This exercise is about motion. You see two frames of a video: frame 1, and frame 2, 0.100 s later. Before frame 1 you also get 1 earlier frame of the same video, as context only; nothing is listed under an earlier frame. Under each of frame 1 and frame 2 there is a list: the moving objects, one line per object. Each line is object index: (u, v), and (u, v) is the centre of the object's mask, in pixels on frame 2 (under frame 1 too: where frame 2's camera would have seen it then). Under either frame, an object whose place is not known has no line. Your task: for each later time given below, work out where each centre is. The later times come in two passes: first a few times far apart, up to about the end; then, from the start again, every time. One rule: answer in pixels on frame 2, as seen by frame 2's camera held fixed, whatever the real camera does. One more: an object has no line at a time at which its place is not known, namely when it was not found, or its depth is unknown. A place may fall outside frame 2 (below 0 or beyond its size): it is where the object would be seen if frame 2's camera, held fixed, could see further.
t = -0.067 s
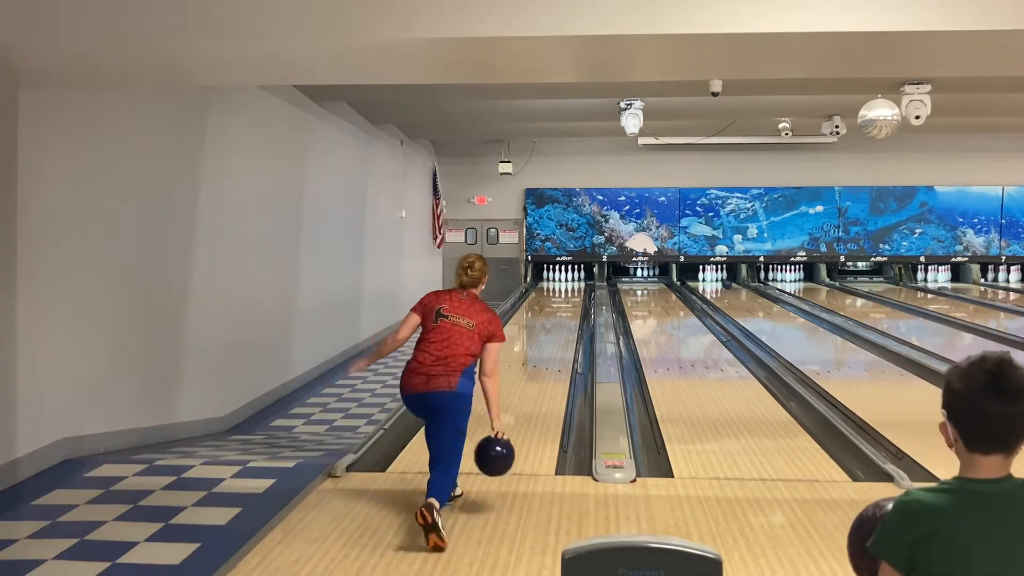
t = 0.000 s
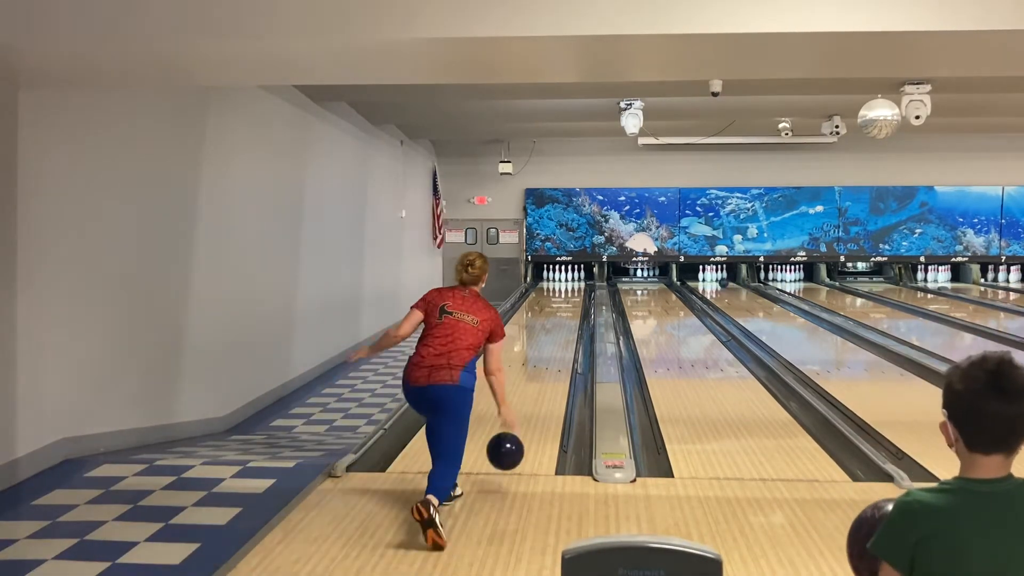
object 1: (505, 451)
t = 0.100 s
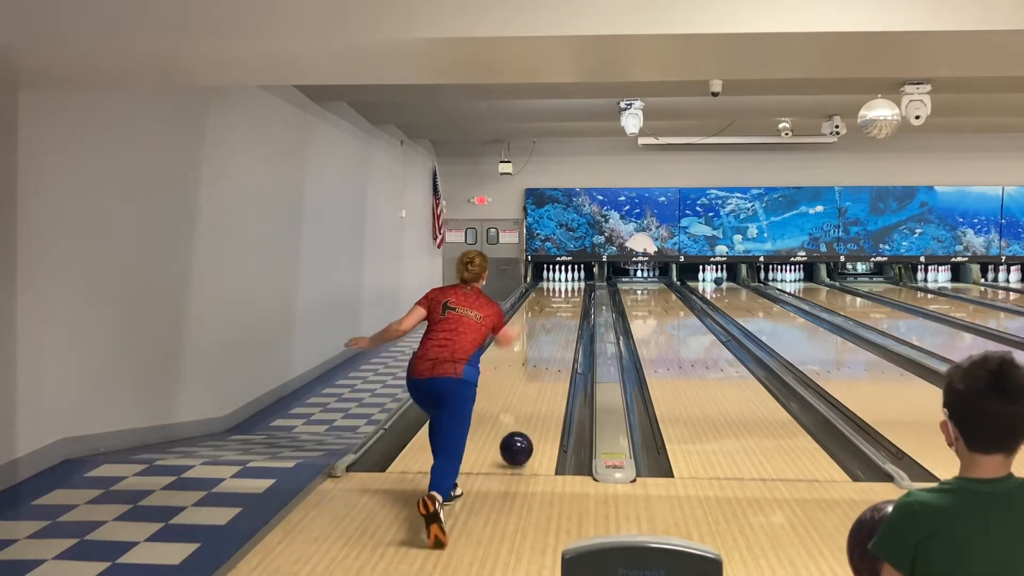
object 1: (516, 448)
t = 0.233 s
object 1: (527, 422)
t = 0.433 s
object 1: (539, 390)
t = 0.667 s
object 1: (548, 363)
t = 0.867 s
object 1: (553, 347)
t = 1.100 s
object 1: (558, 331)
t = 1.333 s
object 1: (562, 319)
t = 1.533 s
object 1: (565, 310)
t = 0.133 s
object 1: (519, 442)
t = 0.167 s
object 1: (522, 435)
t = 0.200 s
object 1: (525, 429)
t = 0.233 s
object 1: (527, 422)
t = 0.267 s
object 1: (529, 416)
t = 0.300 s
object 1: (532, 410)
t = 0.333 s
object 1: (534, 404)
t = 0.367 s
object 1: (535, 400)
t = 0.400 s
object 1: (537, 395)
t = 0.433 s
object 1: (539, 390)
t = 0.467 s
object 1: (540, 386)
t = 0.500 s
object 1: (542, 381)
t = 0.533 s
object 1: (543, 377)
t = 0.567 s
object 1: (544, 374)
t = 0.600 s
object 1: (545, 370)
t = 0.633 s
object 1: (547, 366)
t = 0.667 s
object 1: (548, 363)
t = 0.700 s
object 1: (549, 360)
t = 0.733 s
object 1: (551, 357)
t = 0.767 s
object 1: (551, 354)
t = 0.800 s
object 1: (552, 352)
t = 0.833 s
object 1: (553, 349)
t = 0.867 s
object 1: (553, 347)
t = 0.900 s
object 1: (554, 344)
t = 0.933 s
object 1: (555, 342)
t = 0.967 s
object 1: (556, 339)
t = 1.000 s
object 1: (557, 337)
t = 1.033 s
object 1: (557, 335)
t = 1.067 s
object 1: (558, 333)
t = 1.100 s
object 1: (558, 331)
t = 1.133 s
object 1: (559, 329)
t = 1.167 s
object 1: (560, 327)
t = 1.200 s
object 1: (560, 325)
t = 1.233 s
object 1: (561, 323)
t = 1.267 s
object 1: (561, 322)
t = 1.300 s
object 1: (562, 320)
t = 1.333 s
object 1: (562, 319)
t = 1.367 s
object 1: (563, 317)
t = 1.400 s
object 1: (563, 316)
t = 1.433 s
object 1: (564, 314)
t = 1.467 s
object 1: (564, 313)
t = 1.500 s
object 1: (564, 311)
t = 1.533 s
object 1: (565, 310)
